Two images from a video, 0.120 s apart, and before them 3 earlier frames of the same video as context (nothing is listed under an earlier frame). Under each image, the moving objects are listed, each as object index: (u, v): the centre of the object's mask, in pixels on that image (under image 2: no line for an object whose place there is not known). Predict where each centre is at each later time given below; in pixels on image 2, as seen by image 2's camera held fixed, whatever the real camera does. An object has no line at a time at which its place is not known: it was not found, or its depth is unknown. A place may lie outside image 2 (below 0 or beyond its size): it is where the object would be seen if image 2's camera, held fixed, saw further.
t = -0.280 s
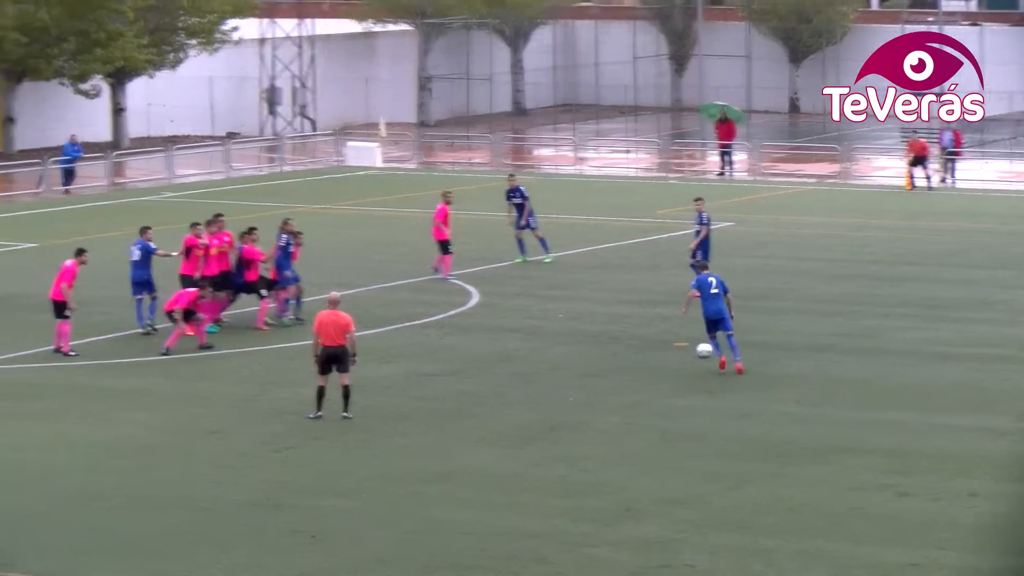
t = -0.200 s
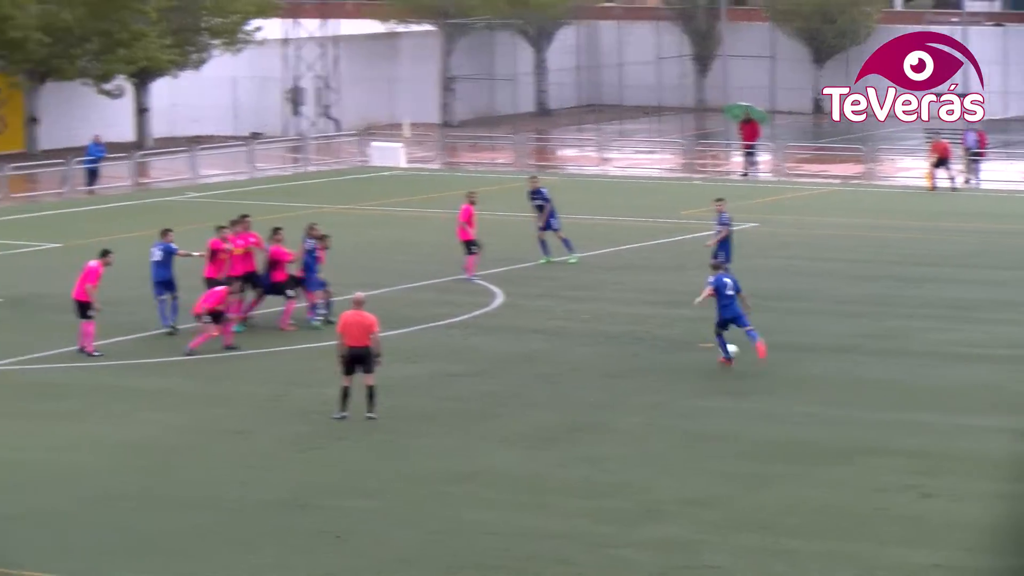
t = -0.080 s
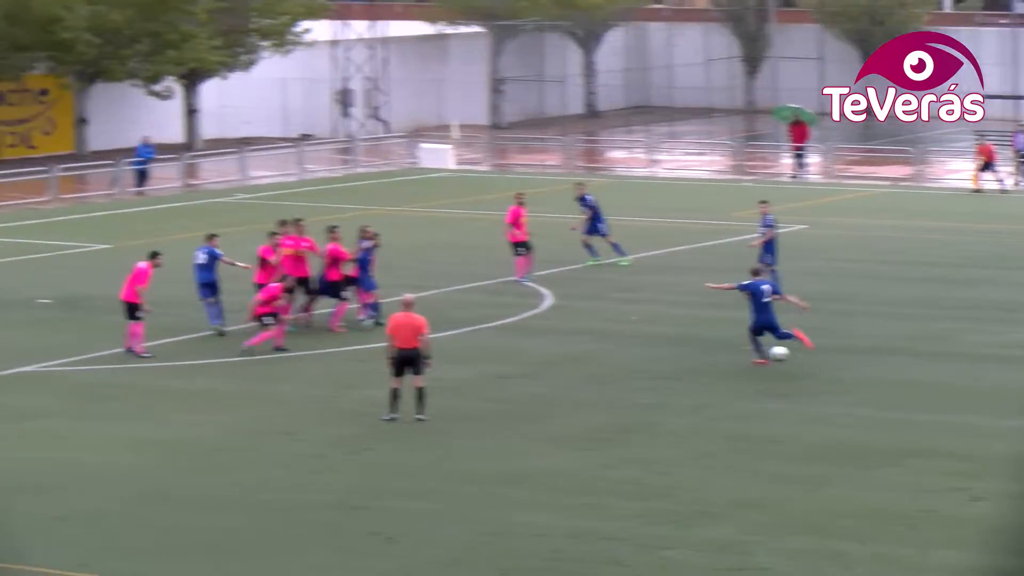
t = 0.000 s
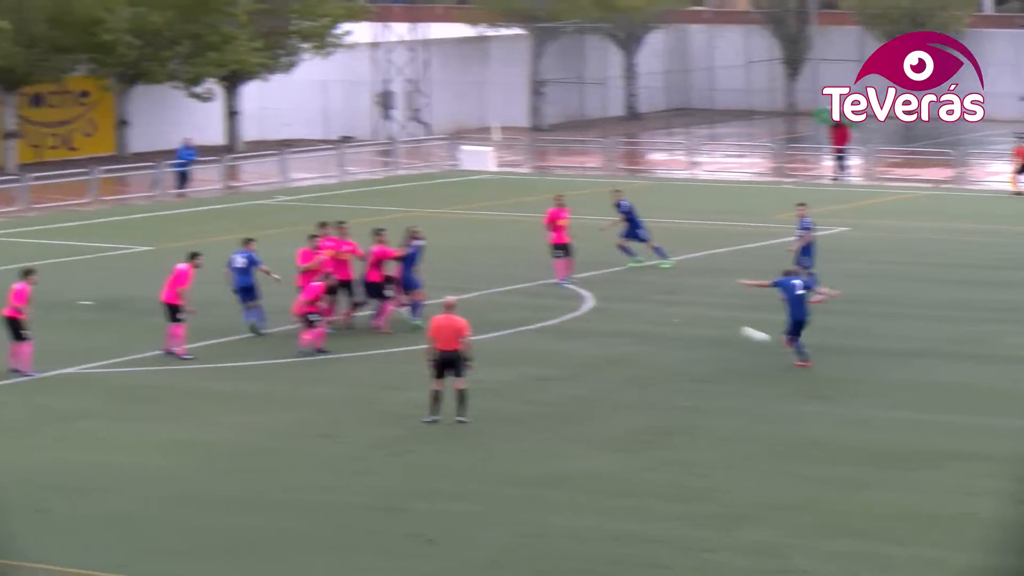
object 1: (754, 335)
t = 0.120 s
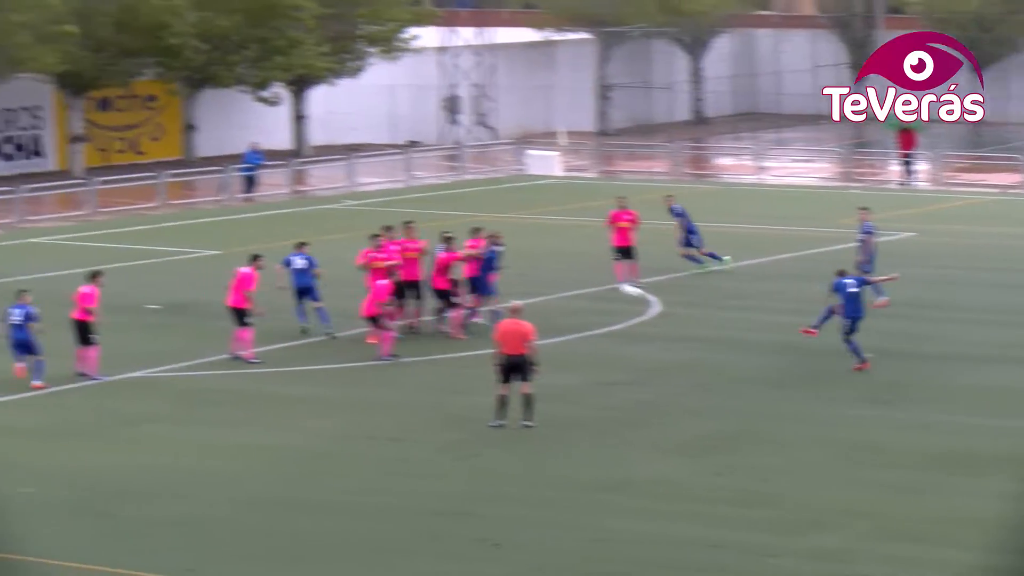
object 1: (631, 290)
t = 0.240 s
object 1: (467, 255)
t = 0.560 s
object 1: (112, 211)
